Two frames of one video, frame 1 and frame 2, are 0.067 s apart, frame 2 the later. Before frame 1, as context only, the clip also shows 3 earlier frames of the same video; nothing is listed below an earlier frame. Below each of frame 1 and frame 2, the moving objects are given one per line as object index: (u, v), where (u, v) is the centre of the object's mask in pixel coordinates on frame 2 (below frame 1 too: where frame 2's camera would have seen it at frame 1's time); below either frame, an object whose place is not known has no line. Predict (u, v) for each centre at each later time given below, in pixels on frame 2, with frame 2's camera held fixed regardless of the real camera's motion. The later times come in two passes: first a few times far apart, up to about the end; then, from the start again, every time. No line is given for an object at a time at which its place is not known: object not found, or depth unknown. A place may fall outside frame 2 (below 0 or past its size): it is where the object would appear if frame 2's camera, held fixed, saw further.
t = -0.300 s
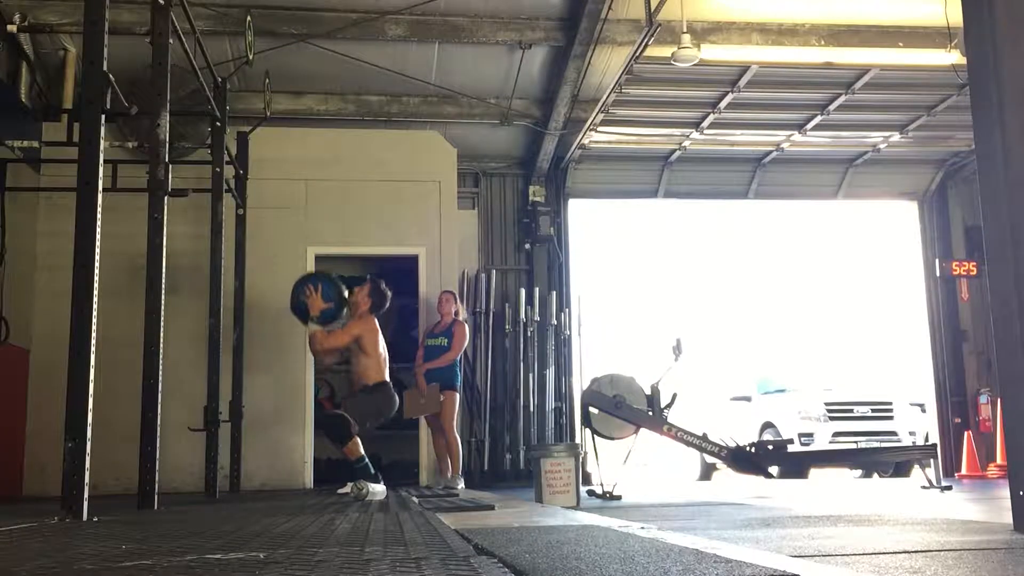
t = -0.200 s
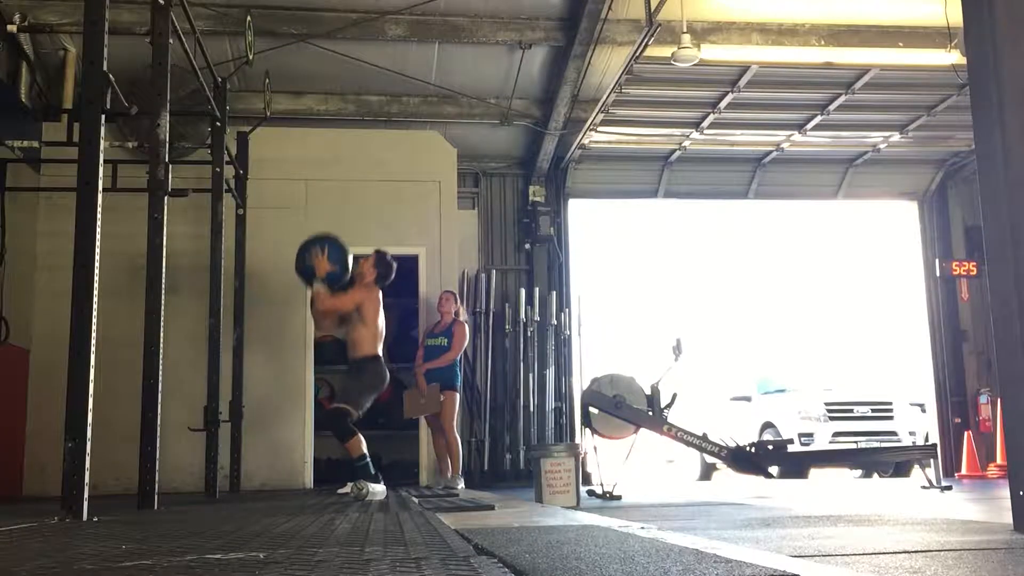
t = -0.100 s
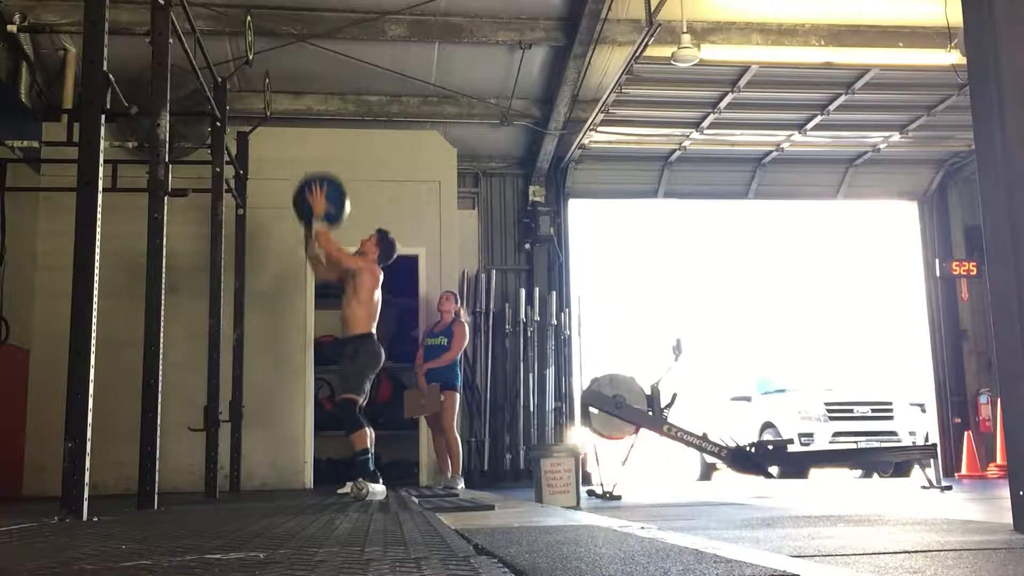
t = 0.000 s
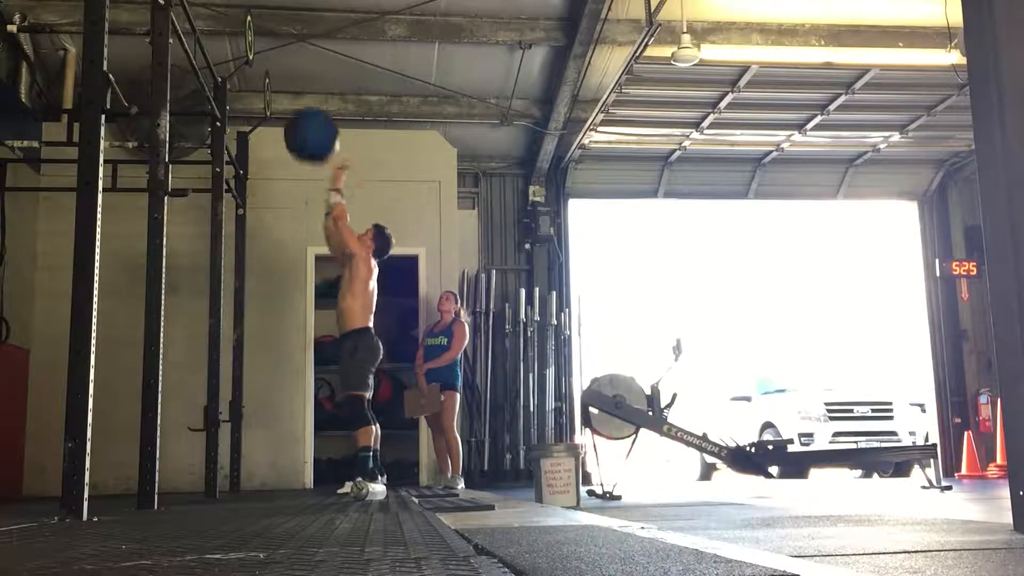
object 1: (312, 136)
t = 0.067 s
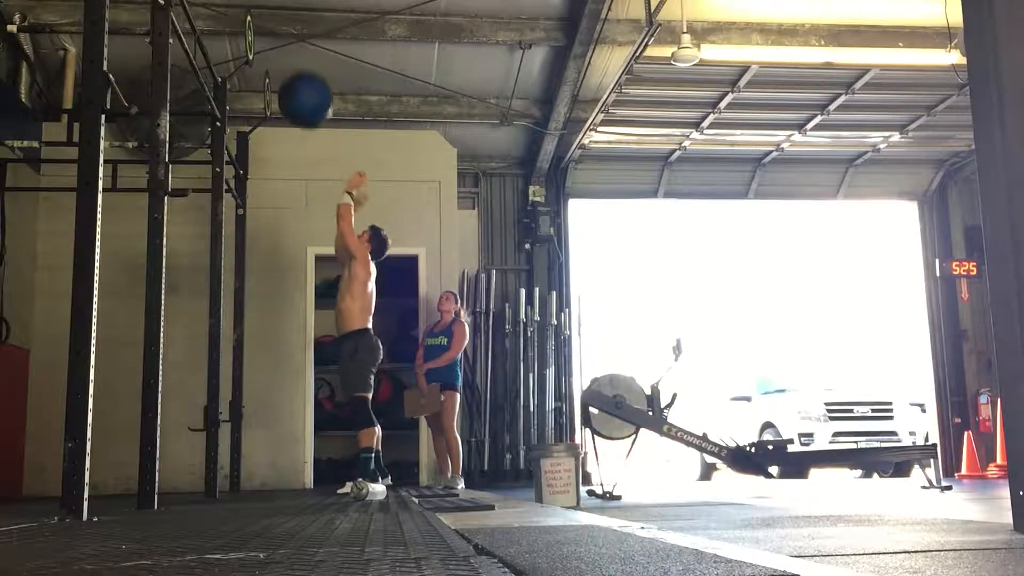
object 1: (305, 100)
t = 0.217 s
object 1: (291, 45)
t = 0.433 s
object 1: (273, 21)
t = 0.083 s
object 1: (304, 92)
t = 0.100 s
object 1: (302, 84)
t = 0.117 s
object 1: (300, 77)
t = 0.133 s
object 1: (299, 71)
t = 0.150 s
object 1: (298, 65)
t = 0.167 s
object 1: (296, 59)
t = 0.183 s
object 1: (294, 54)
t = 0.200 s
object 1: (292, 49)
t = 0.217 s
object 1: (291, 45)
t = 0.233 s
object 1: (289, 40)
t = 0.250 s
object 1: (288, 36)
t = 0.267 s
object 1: (286, 32)
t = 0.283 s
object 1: (284, 29)
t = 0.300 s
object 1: (283, 26)
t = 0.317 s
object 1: (282, 25)
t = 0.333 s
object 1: (280, 24)
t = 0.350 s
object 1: (279, 23)
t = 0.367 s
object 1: (278, 22)
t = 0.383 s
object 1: (276, 21)
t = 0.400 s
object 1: (275, 21)
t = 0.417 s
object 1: (274, 21)
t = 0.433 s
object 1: (273, 21)
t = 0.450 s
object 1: (273, 22)
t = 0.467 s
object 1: (274, 23)
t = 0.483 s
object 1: (274, 24)
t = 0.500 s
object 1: (275, 25)
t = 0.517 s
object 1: (276, 27)
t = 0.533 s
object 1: (278, 29)
